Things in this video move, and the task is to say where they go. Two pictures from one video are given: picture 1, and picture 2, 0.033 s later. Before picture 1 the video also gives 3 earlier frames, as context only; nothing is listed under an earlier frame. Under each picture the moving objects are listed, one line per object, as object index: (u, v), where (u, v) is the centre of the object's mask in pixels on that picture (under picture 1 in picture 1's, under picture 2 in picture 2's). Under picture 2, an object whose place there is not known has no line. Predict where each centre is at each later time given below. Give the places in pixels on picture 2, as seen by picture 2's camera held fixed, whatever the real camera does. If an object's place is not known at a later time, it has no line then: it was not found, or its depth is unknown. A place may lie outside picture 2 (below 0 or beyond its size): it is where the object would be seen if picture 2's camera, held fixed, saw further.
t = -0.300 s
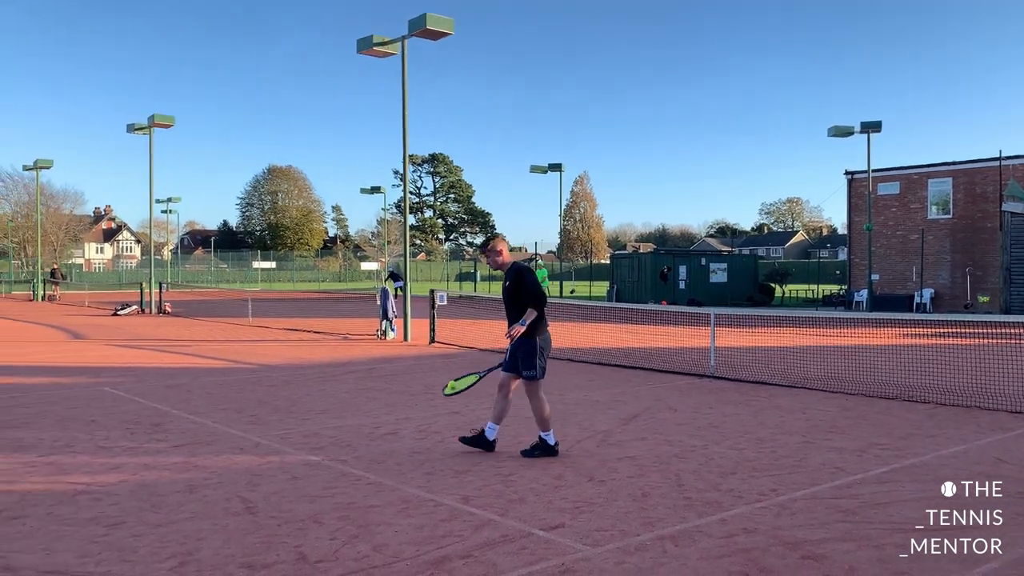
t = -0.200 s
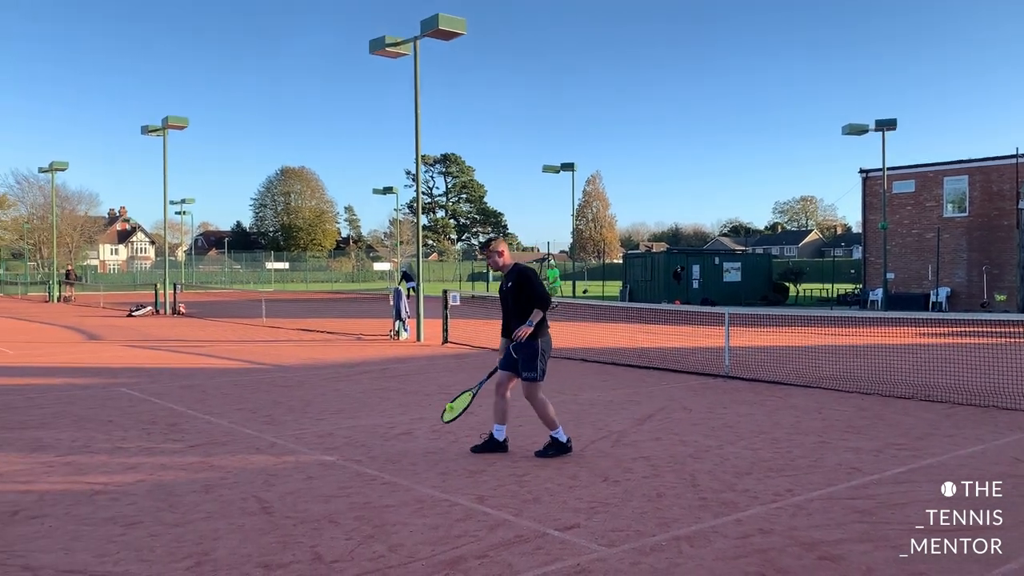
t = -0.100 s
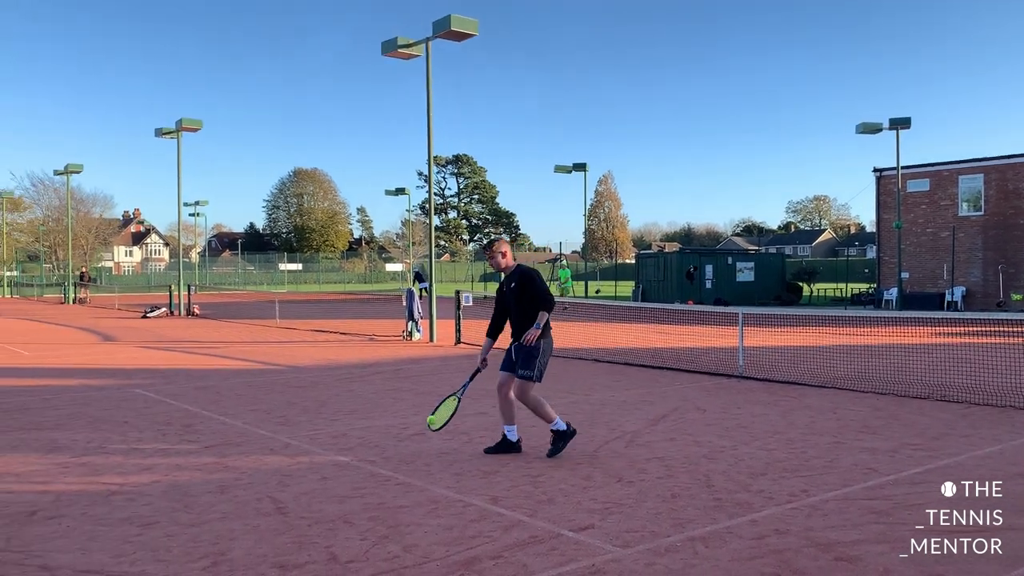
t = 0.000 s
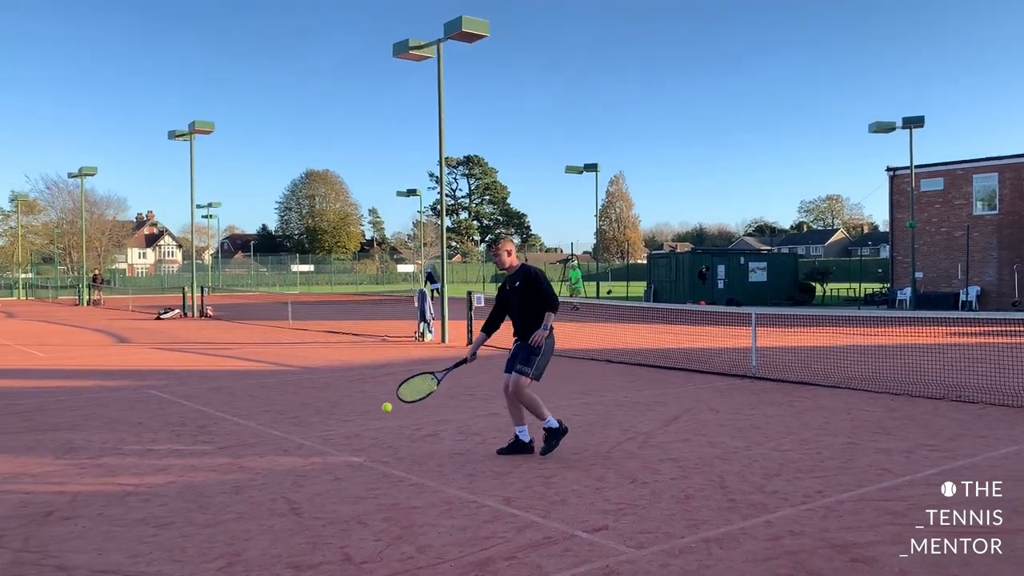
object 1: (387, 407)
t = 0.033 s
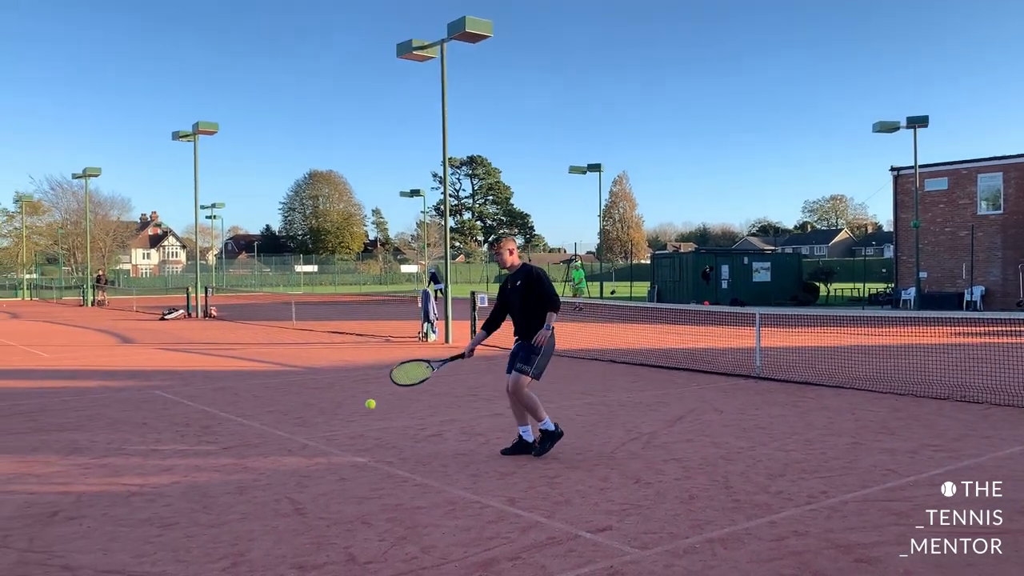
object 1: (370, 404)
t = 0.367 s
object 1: (141, 458)
